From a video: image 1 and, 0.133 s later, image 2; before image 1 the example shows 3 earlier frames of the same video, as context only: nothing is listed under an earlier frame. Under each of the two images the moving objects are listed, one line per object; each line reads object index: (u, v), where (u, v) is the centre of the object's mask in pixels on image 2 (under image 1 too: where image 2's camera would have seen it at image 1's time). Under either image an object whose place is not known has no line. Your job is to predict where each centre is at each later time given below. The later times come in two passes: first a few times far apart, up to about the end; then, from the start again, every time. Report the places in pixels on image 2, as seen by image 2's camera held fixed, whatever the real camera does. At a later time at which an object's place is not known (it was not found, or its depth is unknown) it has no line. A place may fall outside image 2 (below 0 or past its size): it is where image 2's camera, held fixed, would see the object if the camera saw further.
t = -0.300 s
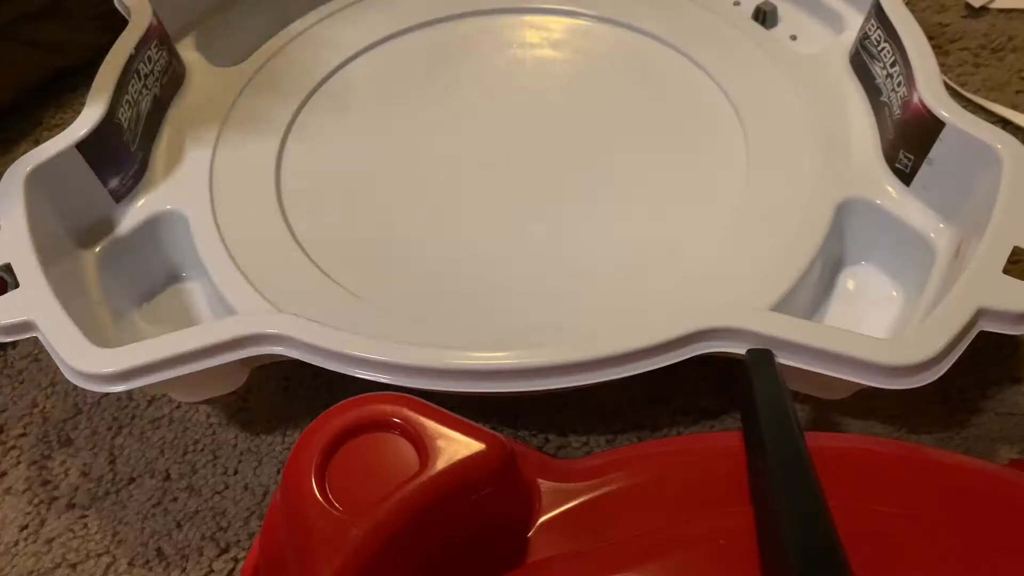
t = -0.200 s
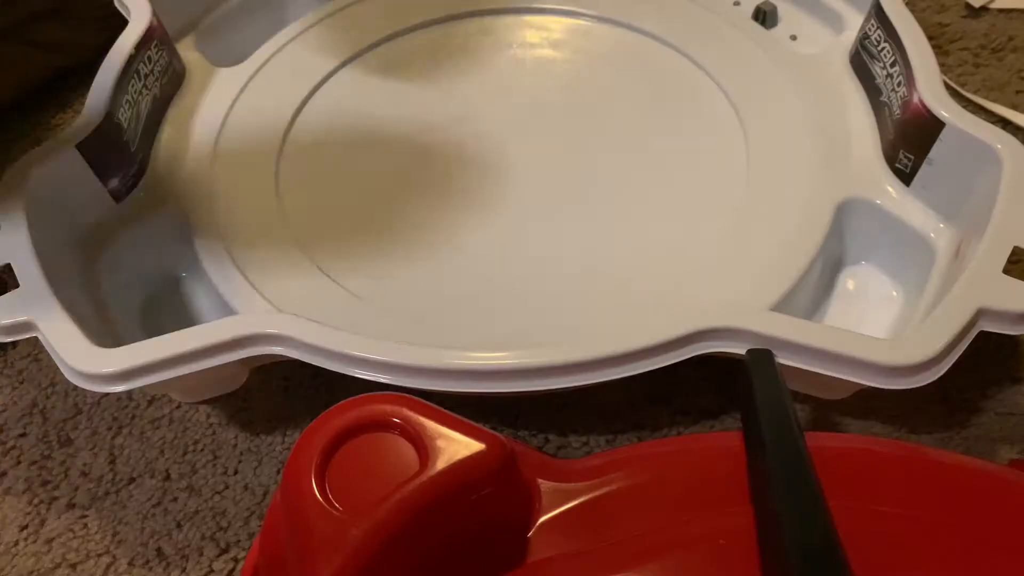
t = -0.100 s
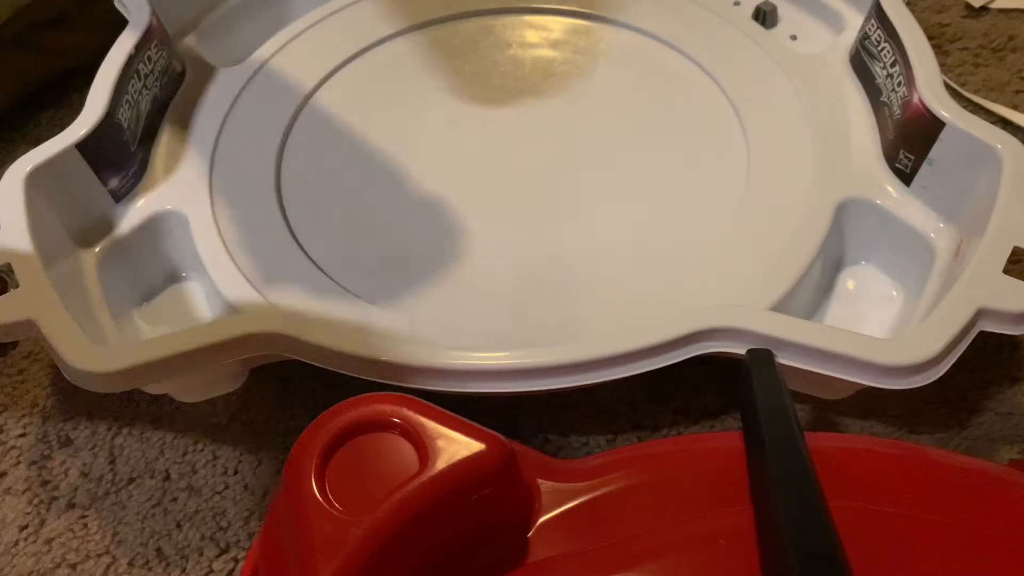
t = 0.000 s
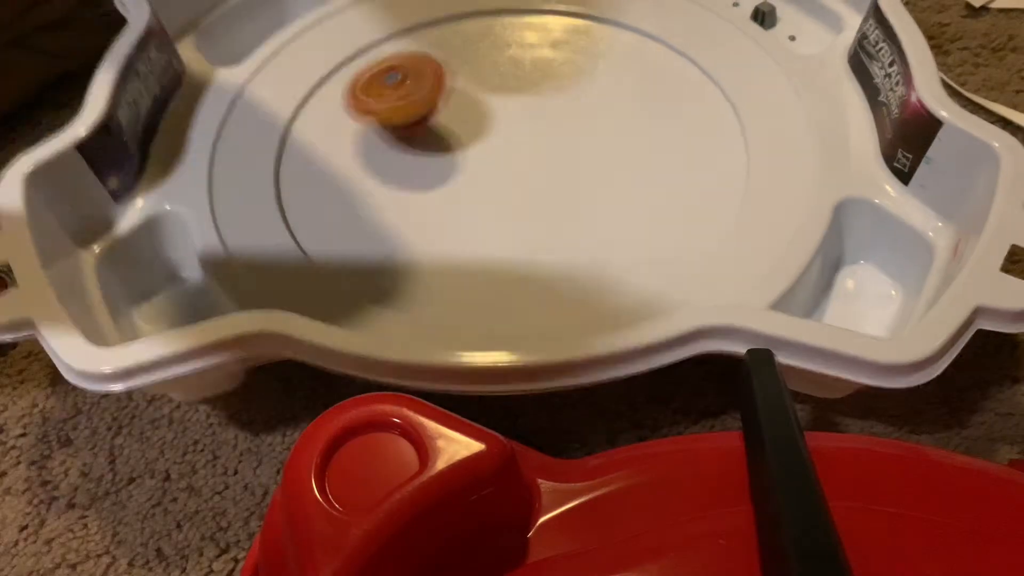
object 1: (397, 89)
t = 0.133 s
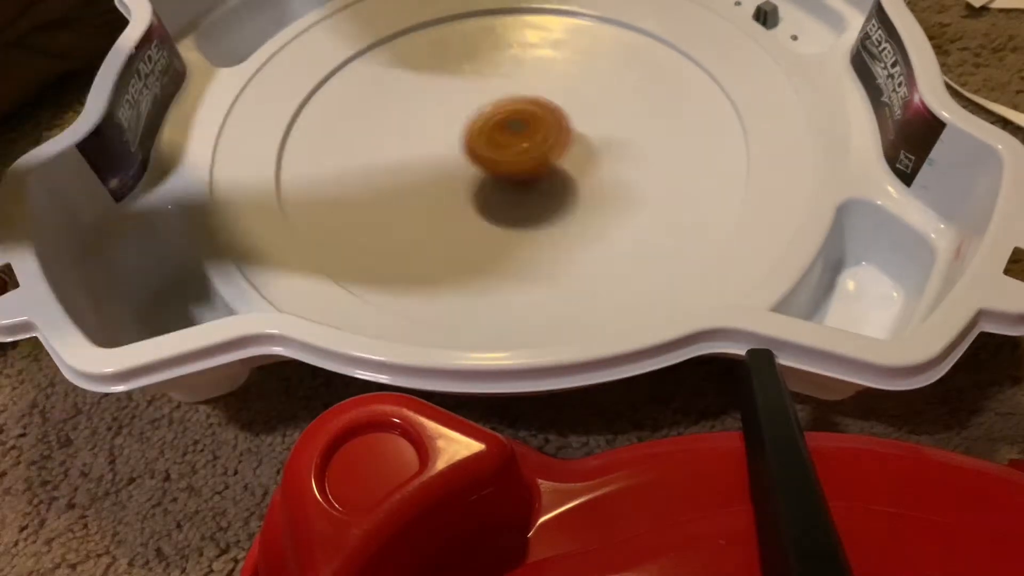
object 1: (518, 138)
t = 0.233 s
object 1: (575, 169)
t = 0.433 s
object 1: (657, 145)
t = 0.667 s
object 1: (564, 106)
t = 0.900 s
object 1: (431, 160)
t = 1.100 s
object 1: (437, 225)
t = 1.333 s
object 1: (554, 182)
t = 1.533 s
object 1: (518, 93)
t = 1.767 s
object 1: (404, 64)
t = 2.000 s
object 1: (392, 138)
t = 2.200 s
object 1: (532, 153)
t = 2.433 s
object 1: (614, 73)
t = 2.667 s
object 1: (544, 35)
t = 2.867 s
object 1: (478, 116)
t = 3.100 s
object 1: (541, 199)
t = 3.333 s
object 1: (641, 164)
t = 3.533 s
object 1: (562, 110)
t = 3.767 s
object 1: (419, 121)
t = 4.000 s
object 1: (388, 185)
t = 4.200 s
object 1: (502, 183)
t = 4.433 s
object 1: (556, 90)
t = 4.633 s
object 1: (505, 36)
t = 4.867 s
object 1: (443, 78)
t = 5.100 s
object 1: (519, 160)
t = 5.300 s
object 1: (620, 154)
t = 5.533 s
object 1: (619, 99)
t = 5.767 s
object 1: (493, 114)
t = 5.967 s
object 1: (424, 163)
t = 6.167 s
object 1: (450, 200)
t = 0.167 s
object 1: (538, 151)
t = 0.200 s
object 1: (556, 161)
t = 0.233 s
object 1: (575, 169)
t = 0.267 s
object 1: (592, 173)
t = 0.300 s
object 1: (611, 173)
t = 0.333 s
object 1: (627, 169)
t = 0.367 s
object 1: (640, 163)
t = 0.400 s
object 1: (650, 155)
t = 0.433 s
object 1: (657, 145)
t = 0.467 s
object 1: (659, 135)
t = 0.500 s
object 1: (654, 125)
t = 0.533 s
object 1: (644, 117)
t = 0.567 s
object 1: (629, 111)
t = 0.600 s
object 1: (611, 107)
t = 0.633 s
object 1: (588, 105)
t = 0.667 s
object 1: (564, 106)
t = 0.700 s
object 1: (540, 109)
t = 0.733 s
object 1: (516, 115)
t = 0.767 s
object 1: (495, 122)
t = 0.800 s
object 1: (474, 130)
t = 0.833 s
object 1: (456, 139)
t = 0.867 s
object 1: (441, 150)
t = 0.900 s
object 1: (431, 160)
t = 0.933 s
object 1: (421, 172)
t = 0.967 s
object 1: (416, 183)
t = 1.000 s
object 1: (415, 195)
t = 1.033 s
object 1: (417, 206)
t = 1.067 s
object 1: (425, 216)
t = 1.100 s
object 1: (437, 225)
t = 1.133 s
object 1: (454, 230)
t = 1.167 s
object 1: (472, 232)
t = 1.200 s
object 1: (493, 230)
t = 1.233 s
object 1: (515, 223)
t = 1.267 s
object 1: (531, 213)
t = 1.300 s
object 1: (545, 199)
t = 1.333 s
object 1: (554, 182)
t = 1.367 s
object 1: (558, 167)
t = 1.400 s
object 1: (557, 149)
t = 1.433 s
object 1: (552, 132)
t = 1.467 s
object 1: (543, 119)
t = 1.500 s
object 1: (532, 104)
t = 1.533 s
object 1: (518, 93)
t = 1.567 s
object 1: (503, 83)
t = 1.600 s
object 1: (487, 75)
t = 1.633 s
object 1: (471, 69)
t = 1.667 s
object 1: (454, 65)
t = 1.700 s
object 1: (436, 63)
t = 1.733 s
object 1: (419, 63)
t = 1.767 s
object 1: (404, 64)
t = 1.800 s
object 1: (389, 68)
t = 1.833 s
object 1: (378, 76)
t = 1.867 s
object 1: (370, 86)
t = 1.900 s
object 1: (366, 98)
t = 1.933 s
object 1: (369, 111)
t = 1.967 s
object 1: (377, 125)
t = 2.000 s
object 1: (392, 138)
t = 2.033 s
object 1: (410, 148)
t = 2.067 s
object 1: (434, 157)
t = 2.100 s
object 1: (459, 160)
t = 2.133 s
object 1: (485, 162)
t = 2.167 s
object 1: (510, 158)
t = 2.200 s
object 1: (532, 153)
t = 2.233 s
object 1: (553, 144)
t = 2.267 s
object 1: (570, 135)
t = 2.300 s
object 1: (585, 124)
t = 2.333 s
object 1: (596, 113)
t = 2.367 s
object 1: (606, 99)
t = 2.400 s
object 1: (611, 87)
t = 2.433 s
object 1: (614, 73)
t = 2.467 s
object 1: (613, 62)
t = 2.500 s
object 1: (610, 49)
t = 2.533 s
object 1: (602, 40)
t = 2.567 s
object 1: (591, 35)
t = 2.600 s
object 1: (577, 33)
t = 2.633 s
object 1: (561, 32)
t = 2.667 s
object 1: (544, 35)
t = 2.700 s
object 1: (527, 41)
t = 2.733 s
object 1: (511, 53)
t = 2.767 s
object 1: (498, 66)
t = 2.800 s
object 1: (487, 82)
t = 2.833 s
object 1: (481, 98)
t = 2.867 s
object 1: (478, 116)
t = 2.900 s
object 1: (478, 132)
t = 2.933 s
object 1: (482, 148)
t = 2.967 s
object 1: (488, 162)
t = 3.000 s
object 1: (498, 174)
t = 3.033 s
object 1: (510, 185)
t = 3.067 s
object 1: (525, 192)
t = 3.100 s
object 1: (541, 199)
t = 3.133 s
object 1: (558, 202)
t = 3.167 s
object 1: (577, 203)
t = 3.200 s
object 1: (593, 201)
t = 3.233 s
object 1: (612, 195)
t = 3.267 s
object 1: (625, 187)
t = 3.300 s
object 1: (635, 176)
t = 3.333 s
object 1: (641, 164)
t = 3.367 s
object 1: (639, 153)
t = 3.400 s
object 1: (633, 140)
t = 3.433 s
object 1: (621, 131)
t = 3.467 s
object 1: (604, 121)
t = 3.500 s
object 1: (585, 114)
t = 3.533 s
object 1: (562, 110)
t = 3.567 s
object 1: (540, 107)
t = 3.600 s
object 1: (518, 106)
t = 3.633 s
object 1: (495, 106)
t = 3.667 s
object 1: (474, 107)
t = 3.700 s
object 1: (454, 111)
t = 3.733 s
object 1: (435, 116)
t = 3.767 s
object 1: (419, 121)
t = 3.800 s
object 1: (404, 128)
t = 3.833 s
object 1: (391, 137)
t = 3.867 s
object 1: (384, 145)
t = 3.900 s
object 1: (376, 155)
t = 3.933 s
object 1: (375, 165)
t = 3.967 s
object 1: (380, 175)
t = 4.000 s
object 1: (388, 185)
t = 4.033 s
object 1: (401, 192)
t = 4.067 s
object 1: (420, 197)
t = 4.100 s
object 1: (440, 199)
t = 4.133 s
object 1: (460, 197)
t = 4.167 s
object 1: (482, 190)
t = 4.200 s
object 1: (502, 183)
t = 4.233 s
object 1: (518, 172)
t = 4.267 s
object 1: (533, 158)
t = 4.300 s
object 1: (545, 145)
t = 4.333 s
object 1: (551, 131)
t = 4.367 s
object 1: (555, 115)
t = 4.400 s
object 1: (557, 102)
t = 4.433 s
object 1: (556, 90)
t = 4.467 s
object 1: (551, 77)
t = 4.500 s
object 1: (546, 65)
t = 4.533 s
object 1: (539, 55)
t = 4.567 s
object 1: (528, 48)
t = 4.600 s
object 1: (517, 41)
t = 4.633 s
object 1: (505, 36)
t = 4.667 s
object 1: (494, 35)
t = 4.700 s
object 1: (480, 36)
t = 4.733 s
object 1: (469, 38)
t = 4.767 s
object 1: (460, 45)
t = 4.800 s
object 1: (453, 54)
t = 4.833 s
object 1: (446, 65)
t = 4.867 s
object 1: (443, 78)
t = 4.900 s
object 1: (446, 93)
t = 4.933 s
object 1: (450, 108)
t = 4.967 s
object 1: (459, 122)
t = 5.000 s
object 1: (469, 134)
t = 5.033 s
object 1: (485, 143)
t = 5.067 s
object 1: (500, 153)
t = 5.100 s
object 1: (519, 160)
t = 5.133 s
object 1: (536, 164)
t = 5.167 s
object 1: (556, 165)
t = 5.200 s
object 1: (574, 166)
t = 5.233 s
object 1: (593, 164)
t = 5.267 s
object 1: (608, 160)
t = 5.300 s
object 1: (620, 154)
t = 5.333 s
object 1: (633, 145)
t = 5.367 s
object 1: (642, 136)
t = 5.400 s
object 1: (646, 127)
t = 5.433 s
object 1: (645, 119)
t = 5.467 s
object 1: (640, 112)
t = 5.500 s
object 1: (631, 104)
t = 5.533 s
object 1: (619, 99)
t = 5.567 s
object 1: (604, 96)
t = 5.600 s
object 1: (586, 95)
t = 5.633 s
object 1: (567, 96)
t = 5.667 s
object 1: (547, 98)
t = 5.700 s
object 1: (528, 103)
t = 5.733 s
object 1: (510, 107)
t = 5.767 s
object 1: (493, 114)
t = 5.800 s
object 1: (476, 121)
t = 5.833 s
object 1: (462, 128)
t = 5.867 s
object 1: (449, 136)
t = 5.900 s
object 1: (438, 145)
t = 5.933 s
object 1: (430, 154)
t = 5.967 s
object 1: (424, 163)
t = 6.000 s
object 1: (421, 172)
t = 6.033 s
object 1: (420, 181)
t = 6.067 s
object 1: (423, 189)
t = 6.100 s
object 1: (429, 195)
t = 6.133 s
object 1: (438, 199)
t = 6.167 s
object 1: (450, 200)
